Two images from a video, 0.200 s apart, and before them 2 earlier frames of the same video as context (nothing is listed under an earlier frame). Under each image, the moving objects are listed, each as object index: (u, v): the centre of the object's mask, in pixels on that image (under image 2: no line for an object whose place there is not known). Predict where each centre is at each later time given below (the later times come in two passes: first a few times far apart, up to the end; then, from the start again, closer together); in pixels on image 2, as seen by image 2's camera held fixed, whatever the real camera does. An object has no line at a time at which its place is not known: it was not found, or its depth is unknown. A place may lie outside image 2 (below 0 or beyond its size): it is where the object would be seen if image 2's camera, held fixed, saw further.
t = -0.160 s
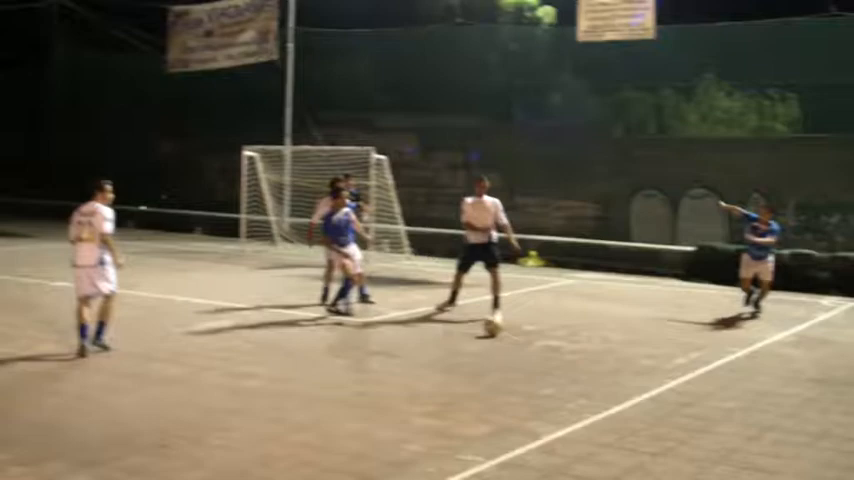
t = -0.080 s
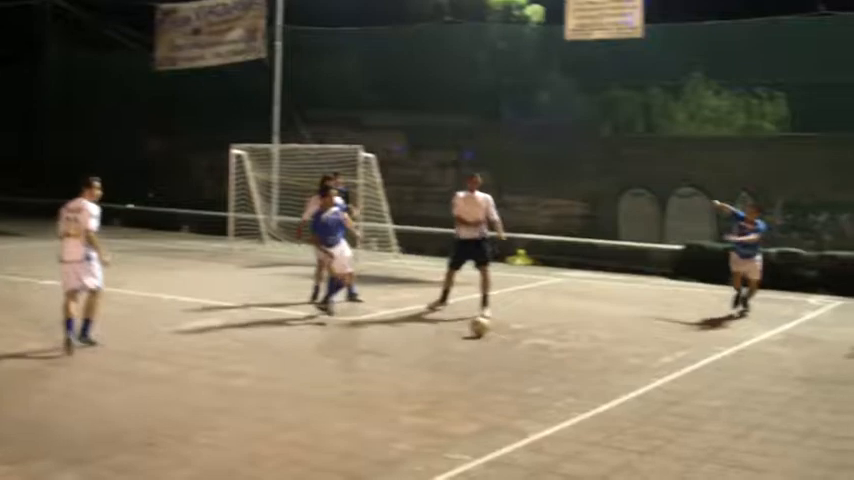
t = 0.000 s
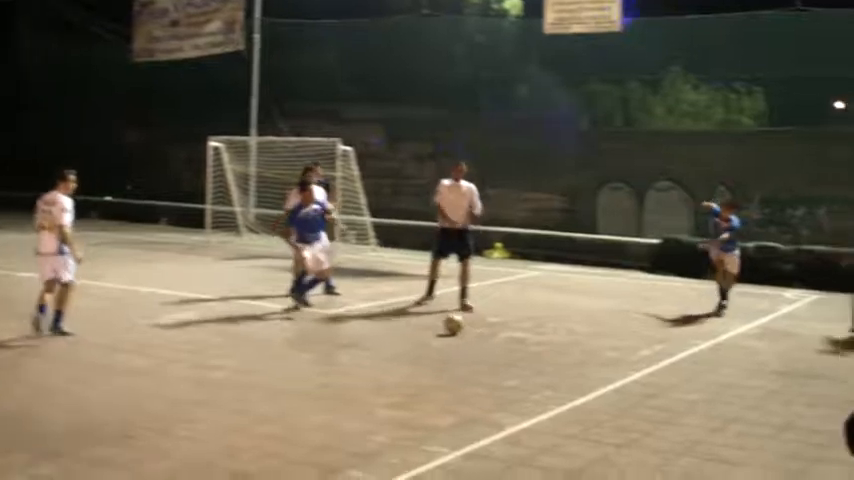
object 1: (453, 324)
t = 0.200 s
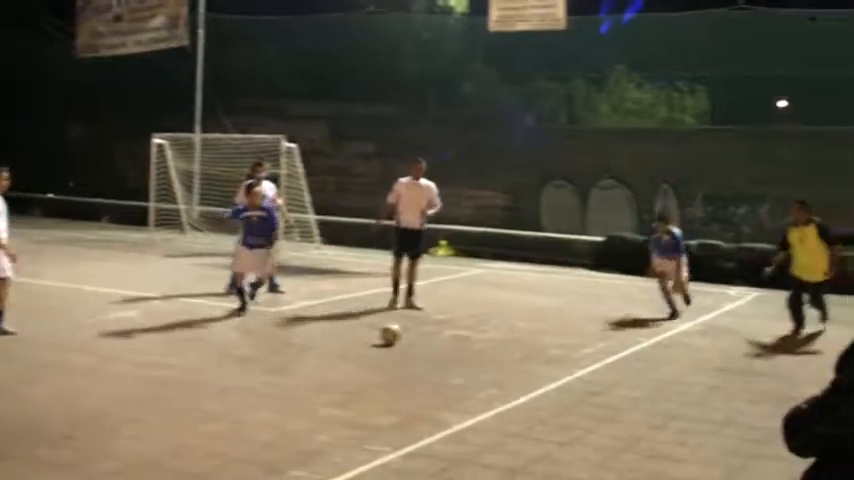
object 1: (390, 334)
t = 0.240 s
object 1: (388, 336)
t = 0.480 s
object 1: (377, 350)
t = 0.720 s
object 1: (368, 369)
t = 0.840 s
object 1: (363, 379)
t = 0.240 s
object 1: (388, 336)
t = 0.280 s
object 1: (386, 338)
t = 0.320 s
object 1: (383, 340)
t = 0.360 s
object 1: (381, 343)
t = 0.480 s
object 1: (377, 350)
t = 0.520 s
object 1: (375, 354)
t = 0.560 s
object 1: (374, 357)
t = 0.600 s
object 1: (373, 359)
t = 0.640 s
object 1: (371, 362)
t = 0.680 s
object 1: (369, 366)
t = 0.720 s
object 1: (368, 369)
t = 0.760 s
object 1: (366, 373)
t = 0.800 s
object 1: (365, 376)
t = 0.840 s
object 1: (363, 379)
